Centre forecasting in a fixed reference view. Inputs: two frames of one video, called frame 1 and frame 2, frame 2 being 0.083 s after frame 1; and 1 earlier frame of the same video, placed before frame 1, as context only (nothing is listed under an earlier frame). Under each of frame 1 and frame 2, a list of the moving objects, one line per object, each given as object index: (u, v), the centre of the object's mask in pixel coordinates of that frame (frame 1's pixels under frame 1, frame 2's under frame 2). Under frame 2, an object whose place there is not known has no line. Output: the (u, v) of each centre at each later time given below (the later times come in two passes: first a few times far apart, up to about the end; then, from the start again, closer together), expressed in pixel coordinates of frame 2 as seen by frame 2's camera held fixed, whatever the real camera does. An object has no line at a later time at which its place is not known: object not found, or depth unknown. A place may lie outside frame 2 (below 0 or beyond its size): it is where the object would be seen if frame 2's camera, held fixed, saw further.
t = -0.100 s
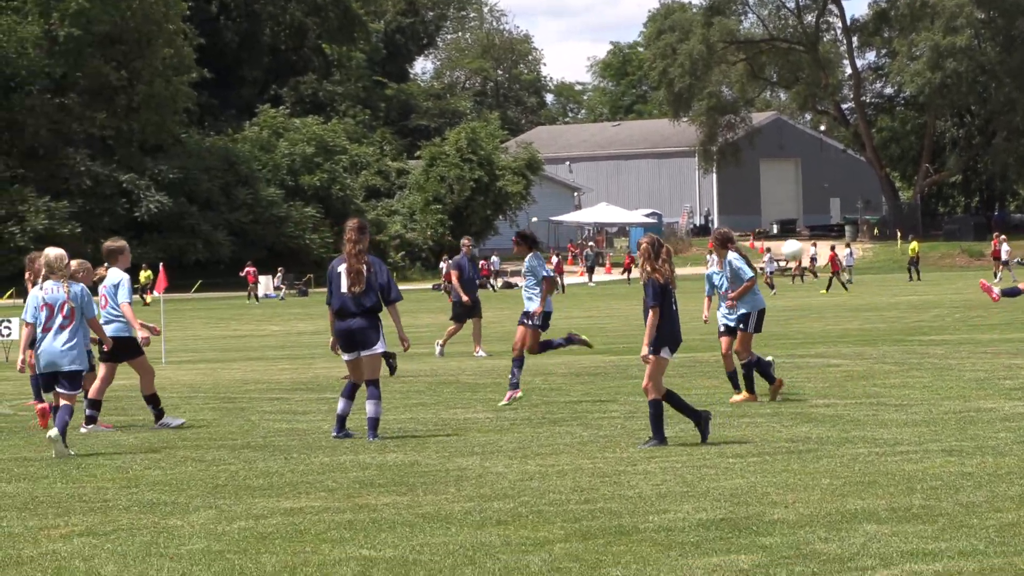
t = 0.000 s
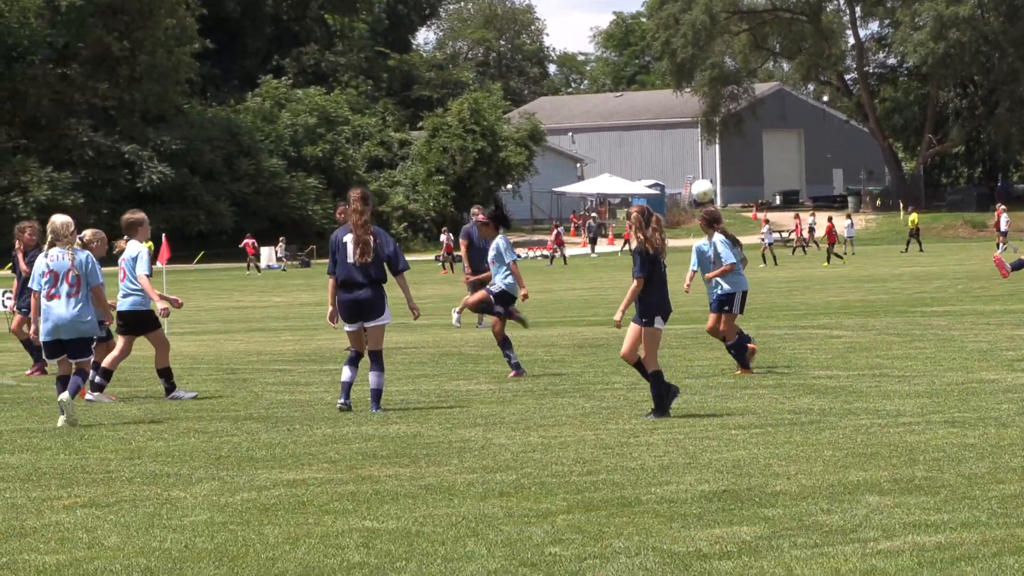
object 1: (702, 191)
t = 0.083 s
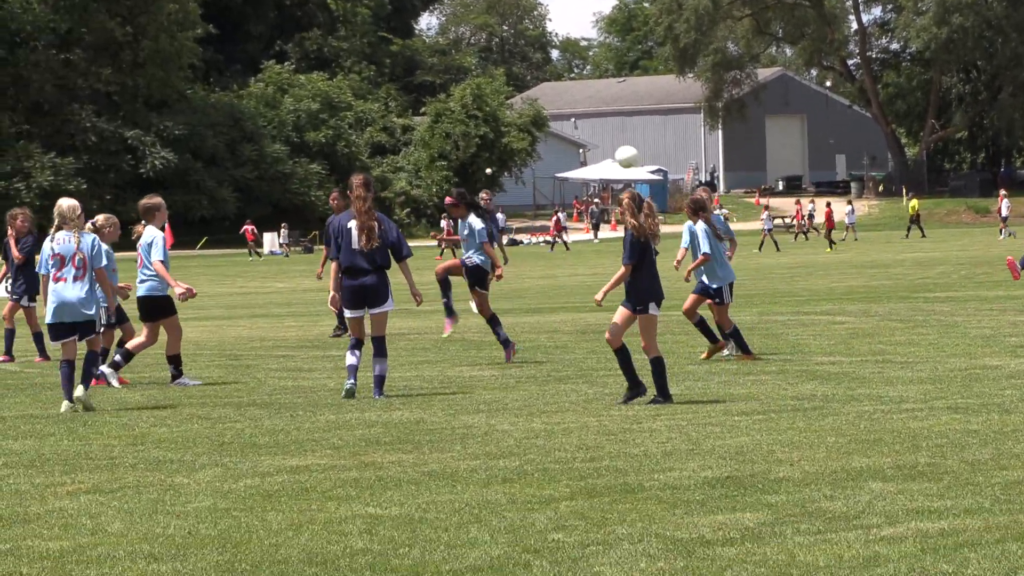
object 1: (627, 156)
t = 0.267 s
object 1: (450, 135)
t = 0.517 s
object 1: (197, 156)
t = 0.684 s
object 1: (5, 213)
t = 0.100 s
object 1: (610, 153)
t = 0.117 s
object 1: (594, 151)
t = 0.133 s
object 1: (578, 148)
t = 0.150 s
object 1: (563, 146)
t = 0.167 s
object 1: (547, 143)
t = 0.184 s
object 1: (531, 141)
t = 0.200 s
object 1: (515, 140)
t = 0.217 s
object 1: (498, 138)
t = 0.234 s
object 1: (483, 137)
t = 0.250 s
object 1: (466, 136)
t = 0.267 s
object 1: (450, 135)
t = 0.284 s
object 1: (434, 135)
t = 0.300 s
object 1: (418, 135)
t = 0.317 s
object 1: (402, 135)
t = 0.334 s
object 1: (385, 135)
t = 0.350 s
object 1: (370, 135)
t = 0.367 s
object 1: (354, 136)
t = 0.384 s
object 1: (338, 137)
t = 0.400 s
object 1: (321, 139)
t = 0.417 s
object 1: (304, 141)
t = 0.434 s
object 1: (286, 143)
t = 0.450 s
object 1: (269, 145)
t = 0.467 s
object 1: (251, 147)
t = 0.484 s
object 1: (234, 149)
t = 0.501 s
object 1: (215, 153)
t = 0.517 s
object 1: (197, 156)
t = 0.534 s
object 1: (178, 160)
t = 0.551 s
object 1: (159, 164)
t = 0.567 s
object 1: (140, 169)
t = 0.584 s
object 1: (121, 174)
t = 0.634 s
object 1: (63, 192)
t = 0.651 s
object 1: (44, 199)
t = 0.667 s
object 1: (25, 206)
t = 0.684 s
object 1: (5, 213)
